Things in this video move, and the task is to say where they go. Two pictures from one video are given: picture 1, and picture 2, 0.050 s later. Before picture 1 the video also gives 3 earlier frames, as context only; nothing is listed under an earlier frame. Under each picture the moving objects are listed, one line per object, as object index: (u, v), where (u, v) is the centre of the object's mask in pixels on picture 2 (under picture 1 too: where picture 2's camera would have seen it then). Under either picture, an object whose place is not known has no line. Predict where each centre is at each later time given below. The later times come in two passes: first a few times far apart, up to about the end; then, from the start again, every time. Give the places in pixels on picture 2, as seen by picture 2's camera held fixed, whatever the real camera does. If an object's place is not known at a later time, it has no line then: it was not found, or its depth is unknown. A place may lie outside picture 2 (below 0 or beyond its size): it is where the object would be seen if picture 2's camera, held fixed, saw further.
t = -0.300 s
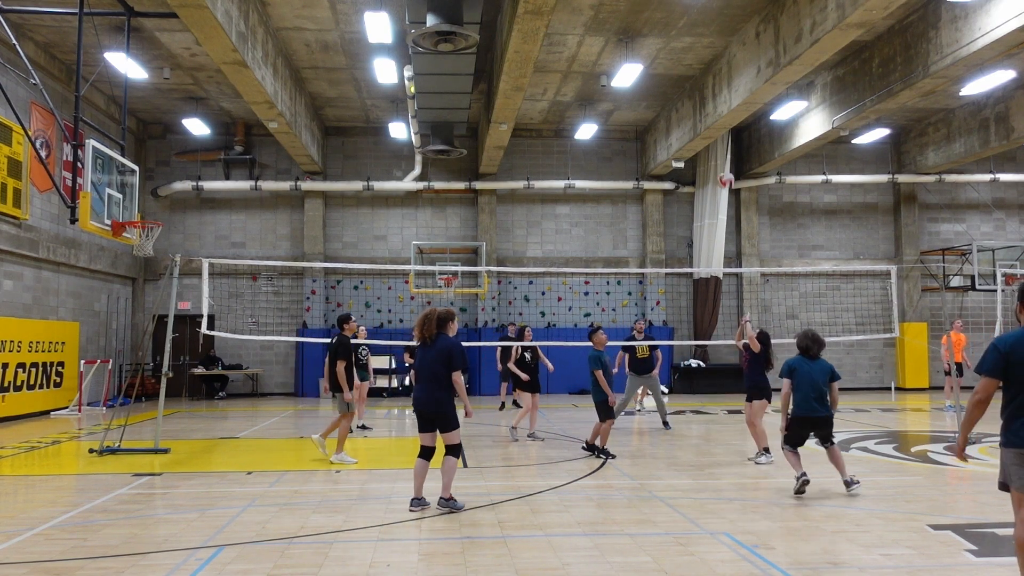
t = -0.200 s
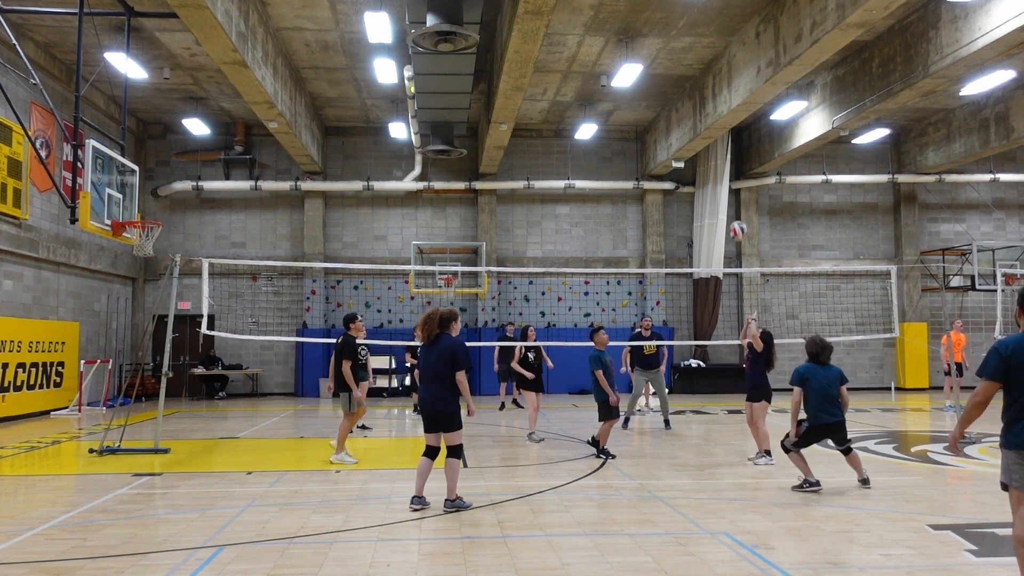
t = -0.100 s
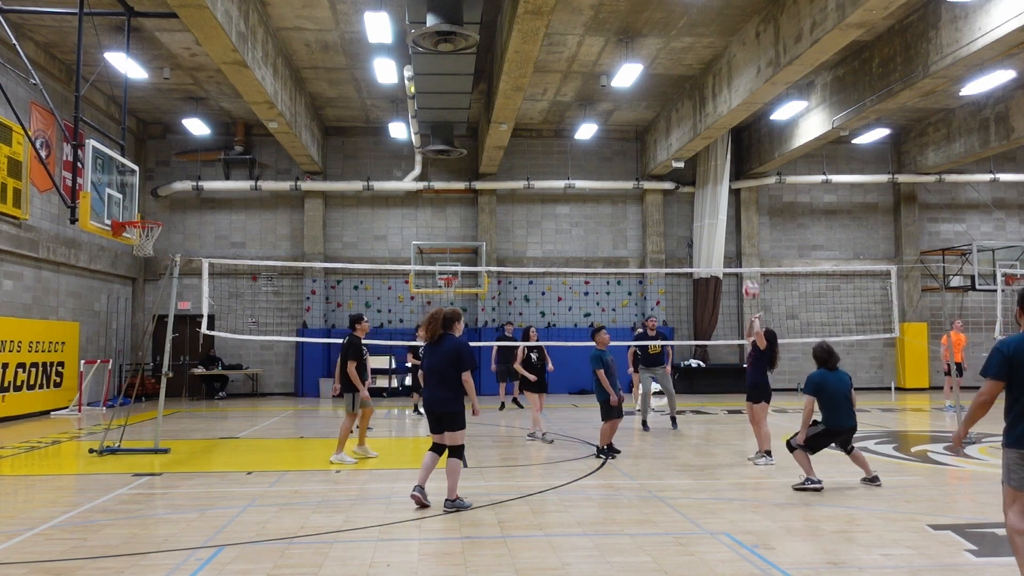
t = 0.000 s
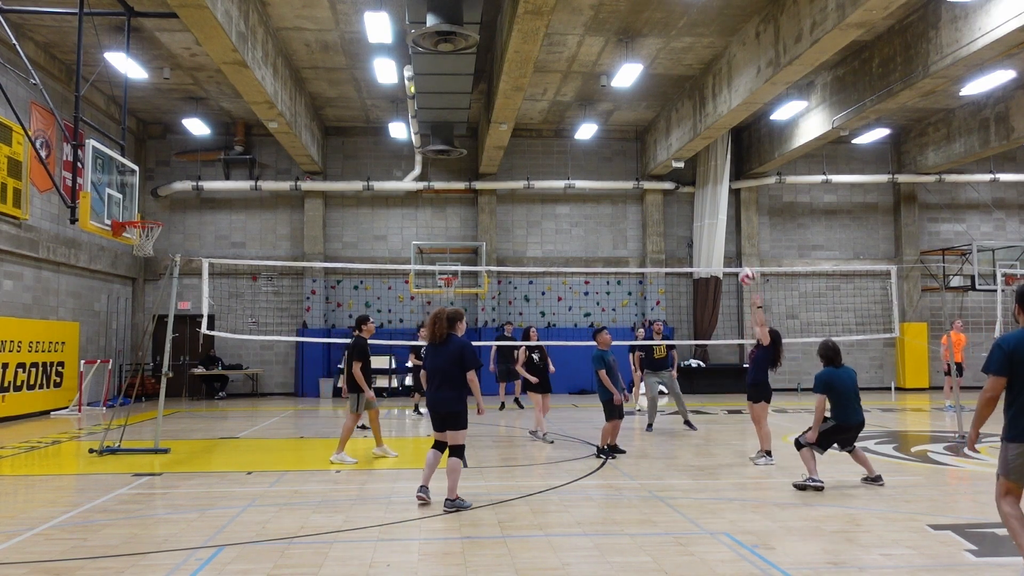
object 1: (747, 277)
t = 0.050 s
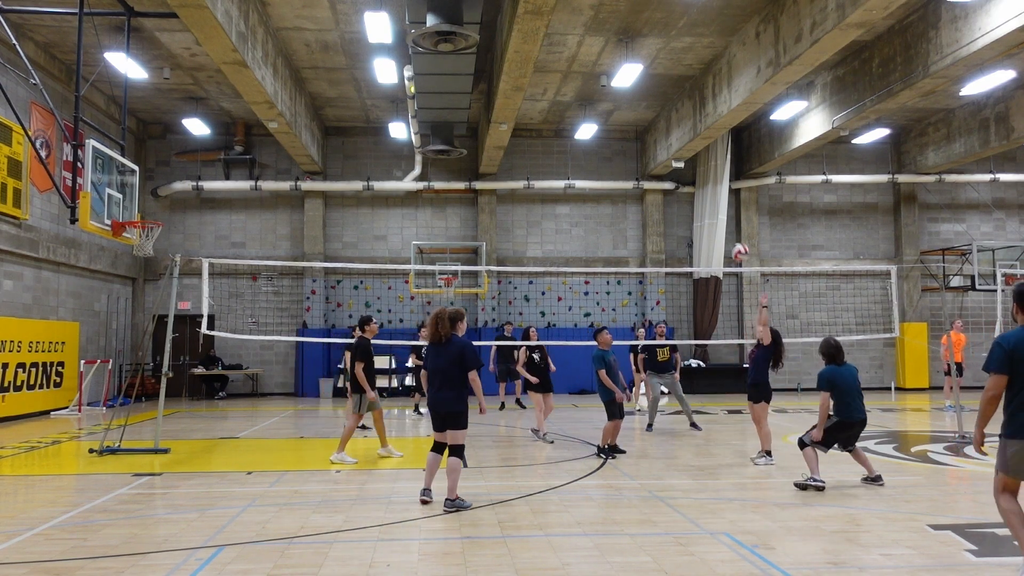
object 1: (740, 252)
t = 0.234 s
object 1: (715, 181)
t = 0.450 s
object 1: (688, 131)
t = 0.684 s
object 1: (660, 120)
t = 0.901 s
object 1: (635, 148)
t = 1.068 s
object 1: (617, 196)
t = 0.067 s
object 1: (738, 244)
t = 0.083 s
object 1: (735, 237)
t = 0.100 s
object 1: (733, 230)
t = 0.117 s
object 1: (731, 223)
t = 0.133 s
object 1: (729, 216)
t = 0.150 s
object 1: (726, 210)
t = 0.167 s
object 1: (724, 204)
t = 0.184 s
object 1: (722, 198)
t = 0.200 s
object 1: (719, 192)
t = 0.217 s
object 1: (717, 186)
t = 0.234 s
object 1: (715, 181)
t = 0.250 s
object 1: (713, 175)
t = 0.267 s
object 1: (711, 170)
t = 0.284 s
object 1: (708, 166)
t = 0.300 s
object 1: (706, 161)
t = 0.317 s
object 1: (704, 157)
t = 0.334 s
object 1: (702, 153)
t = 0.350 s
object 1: (700, 150)
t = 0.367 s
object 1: (698, 146)
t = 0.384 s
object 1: (696, 143)
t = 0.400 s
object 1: (694, 139)
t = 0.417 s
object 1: (692, 137)
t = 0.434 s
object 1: (690, 134)
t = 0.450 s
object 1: (688, 131)
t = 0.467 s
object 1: (686, 129)
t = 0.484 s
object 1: (683, 127)
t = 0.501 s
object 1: (682, 125)
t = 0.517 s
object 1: (679, 124)
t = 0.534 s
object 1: (677, 122)
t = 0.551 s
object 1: (675, 121)
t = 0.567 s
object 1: (673, 120)
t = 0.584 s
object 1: (672, 119)
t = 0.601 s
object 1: (670, 119)
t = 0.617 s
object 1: (668, 119)
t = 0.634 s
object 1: (666, 119)
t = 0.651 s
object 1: (664, 119)
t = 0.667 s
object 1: (662, 119)
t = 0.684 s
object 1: (660, 120)
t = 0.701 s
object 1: (658, 121)
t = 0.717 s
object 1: (656, 122)
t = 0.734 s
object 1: (654, 123)
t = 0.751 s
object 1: (652, 125)
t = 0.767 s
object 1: (650, 126)
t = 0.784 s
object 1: (649, 128)
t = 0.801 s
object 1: (646, 130)
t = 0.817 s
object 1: (645, 133)
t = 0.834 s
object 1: (642, 135)
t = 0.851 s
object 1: (641, 138)
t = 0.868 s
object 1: (639, 141)
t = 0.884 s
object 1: (637, 145)
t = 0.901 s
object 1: (635, 148)
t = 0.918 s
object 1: (633, 152)
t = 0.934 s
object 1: (632, 156)
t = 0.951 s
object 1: (630, 160)
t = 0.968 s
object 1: (628, 164)
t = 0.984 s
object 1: (626, 168)
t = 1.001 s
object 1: (624, 173)
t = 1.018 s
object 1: (622, 178)
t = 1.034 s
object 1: (621, 184)
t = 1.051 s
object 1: (619, 190)
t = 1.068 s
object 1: (617, 196)
